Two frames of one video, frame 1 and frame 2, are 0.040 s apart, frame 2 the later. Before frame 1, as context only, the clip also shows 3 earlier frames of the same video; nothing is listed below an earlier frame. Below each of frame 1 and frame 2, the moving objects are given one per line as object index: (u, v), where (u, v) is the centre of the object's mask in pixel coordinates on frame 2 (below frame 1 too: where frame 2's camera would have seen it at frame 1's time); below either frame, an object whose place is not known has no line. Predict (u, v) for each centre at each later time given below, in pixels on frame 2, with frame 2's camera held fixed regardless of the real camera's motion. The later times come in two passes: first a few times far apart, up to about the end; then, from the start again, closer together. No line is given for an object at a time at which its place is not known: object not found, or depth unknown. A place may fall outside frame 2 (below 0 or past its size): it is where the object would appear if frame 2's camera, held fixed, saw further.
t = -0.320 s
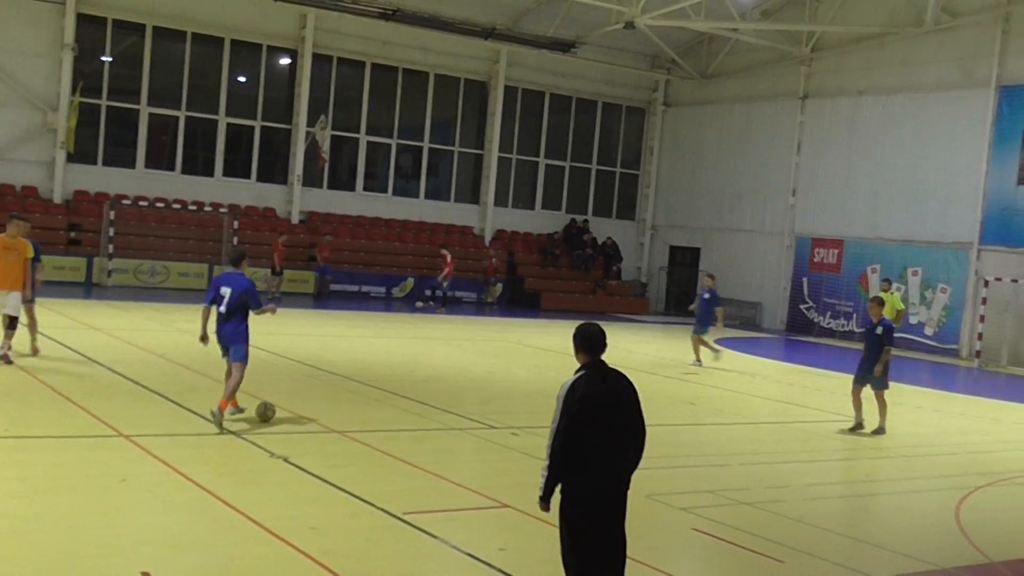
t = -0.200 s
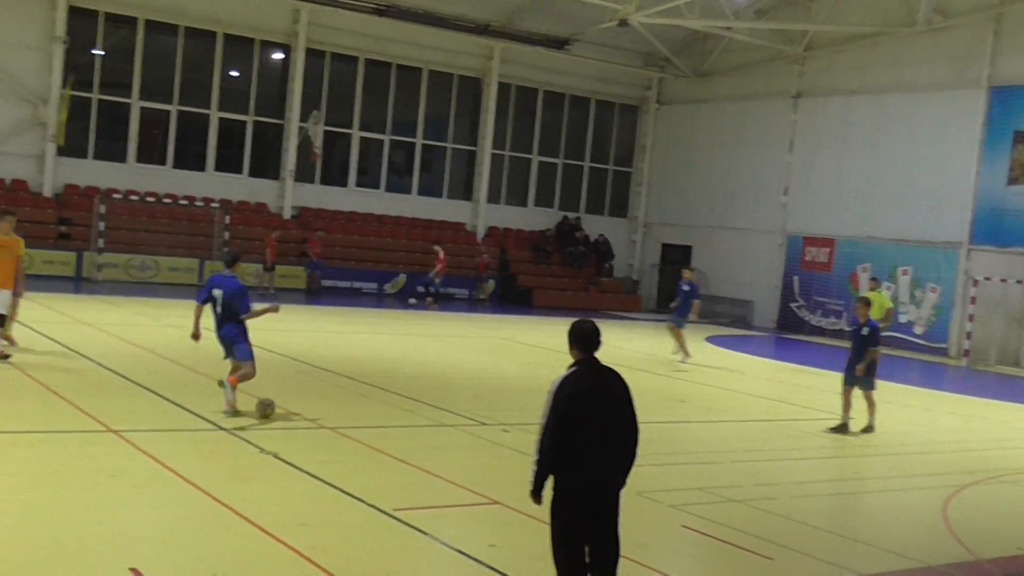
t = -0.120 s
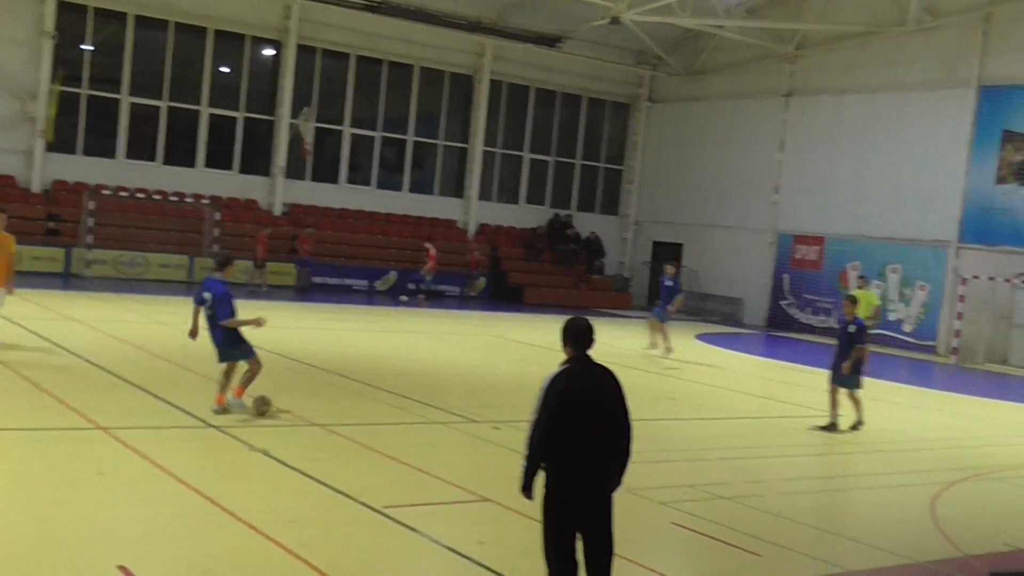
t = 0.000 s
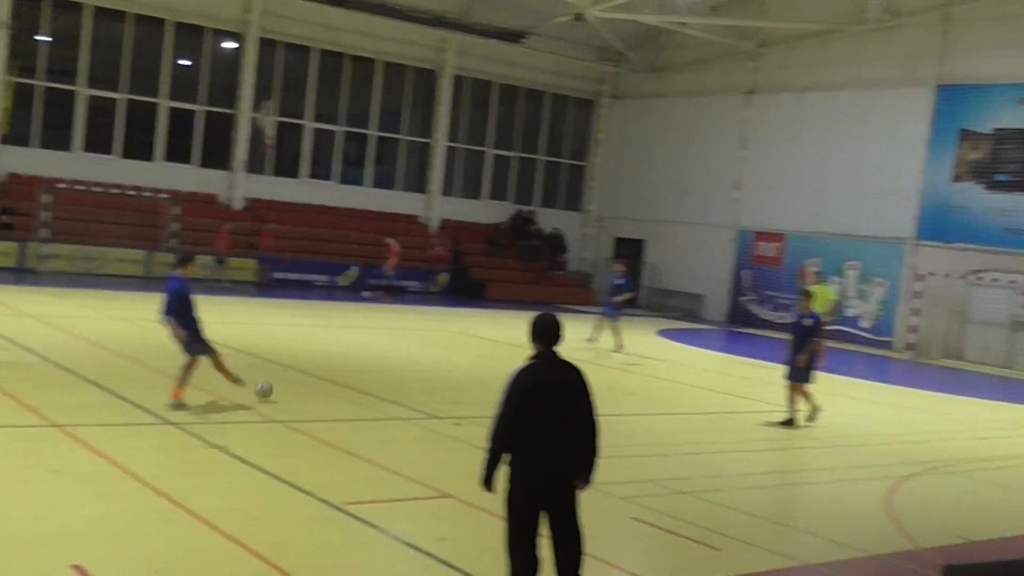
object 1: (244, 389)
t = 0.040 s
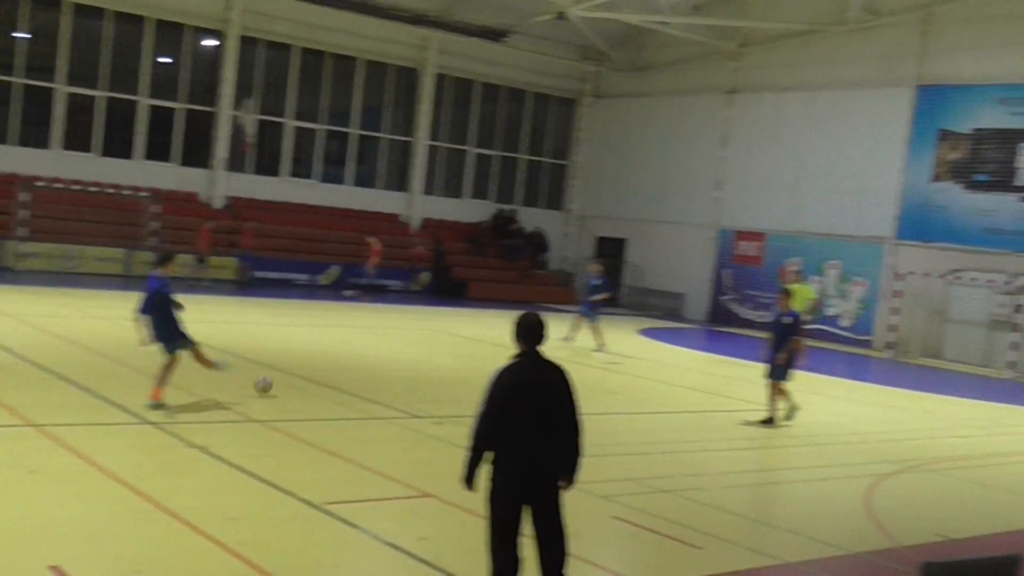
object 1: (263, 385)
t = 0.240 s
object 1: (335, 369)
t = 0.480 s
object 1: (392, 355)
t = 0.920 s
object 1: (455, 341)
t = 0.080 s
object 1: (280, 382)
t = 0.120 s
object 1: (295, 379)
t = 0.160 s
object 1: (310, 375)
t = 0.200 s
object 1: (323, 372)
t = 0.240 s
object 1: (335, 369)
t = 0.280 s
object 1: (346, 366)
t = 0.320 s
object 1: (357, 364)
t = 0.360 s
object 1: (367, 362)
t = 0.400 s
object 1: (376, 360)
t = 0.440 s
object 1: (384, 358)
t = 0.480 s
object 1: (392, 355)
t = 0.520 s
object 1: (399, 354)
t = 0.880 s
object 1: (450, 343)
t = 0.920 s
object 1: (455, 341)
